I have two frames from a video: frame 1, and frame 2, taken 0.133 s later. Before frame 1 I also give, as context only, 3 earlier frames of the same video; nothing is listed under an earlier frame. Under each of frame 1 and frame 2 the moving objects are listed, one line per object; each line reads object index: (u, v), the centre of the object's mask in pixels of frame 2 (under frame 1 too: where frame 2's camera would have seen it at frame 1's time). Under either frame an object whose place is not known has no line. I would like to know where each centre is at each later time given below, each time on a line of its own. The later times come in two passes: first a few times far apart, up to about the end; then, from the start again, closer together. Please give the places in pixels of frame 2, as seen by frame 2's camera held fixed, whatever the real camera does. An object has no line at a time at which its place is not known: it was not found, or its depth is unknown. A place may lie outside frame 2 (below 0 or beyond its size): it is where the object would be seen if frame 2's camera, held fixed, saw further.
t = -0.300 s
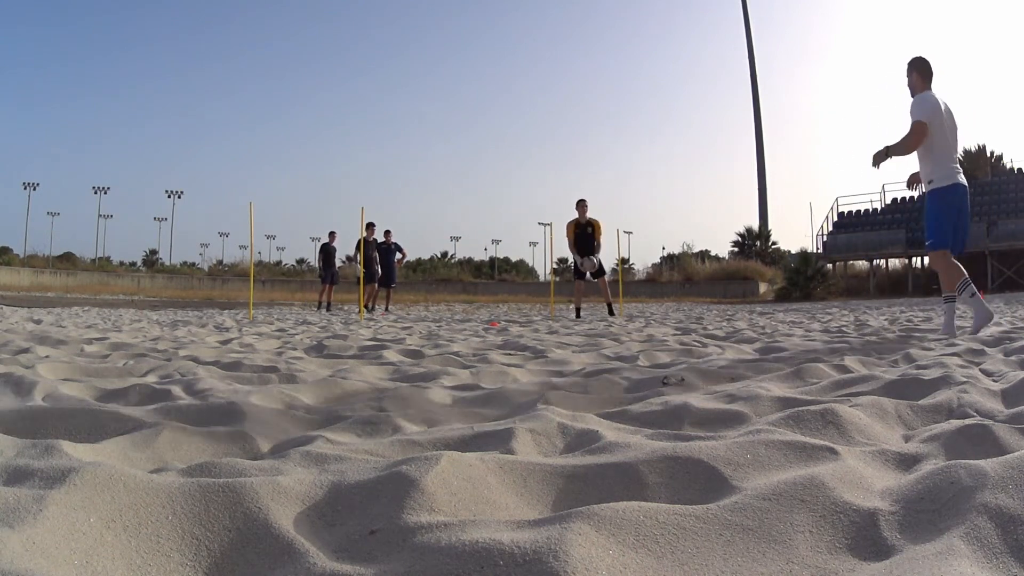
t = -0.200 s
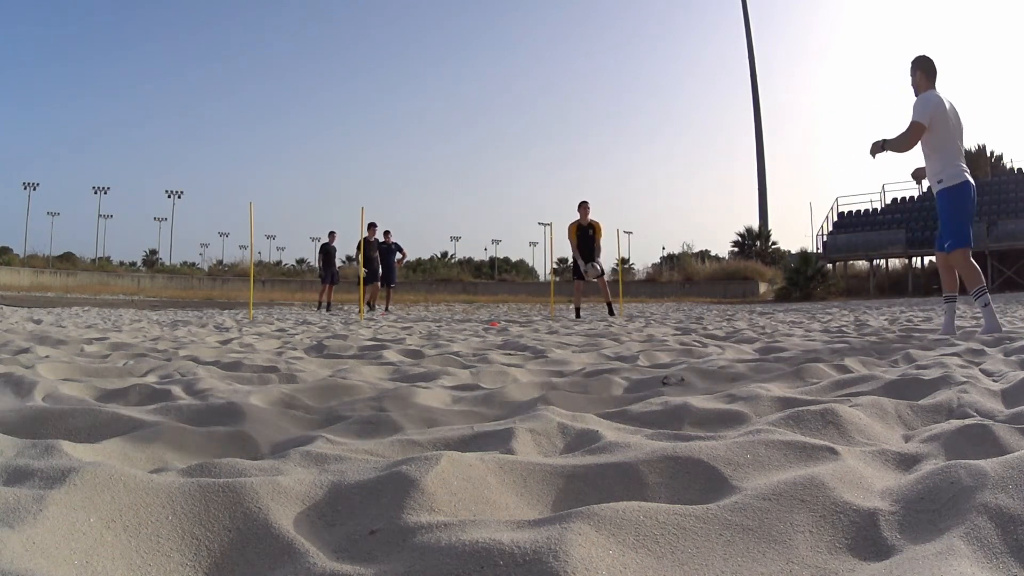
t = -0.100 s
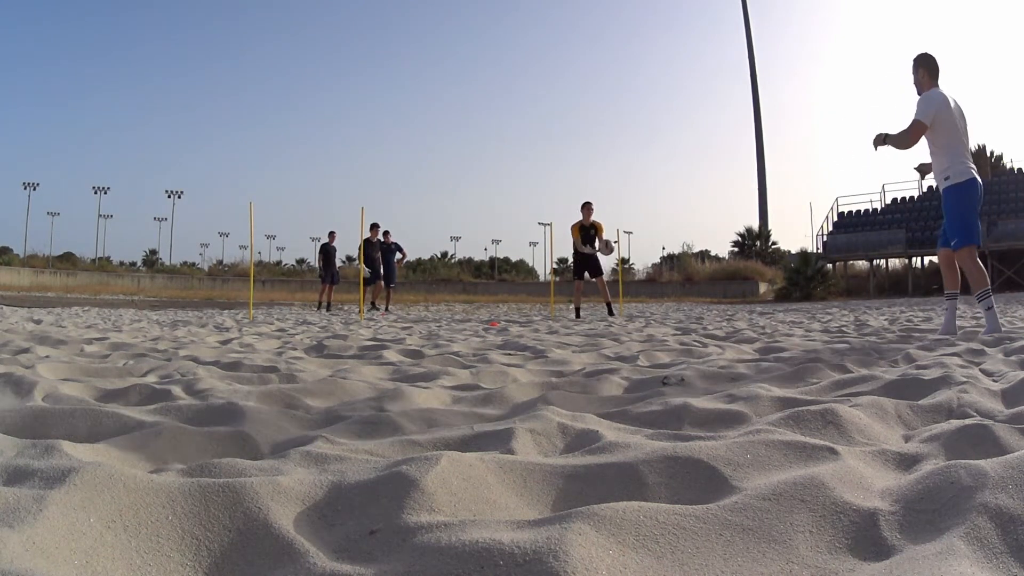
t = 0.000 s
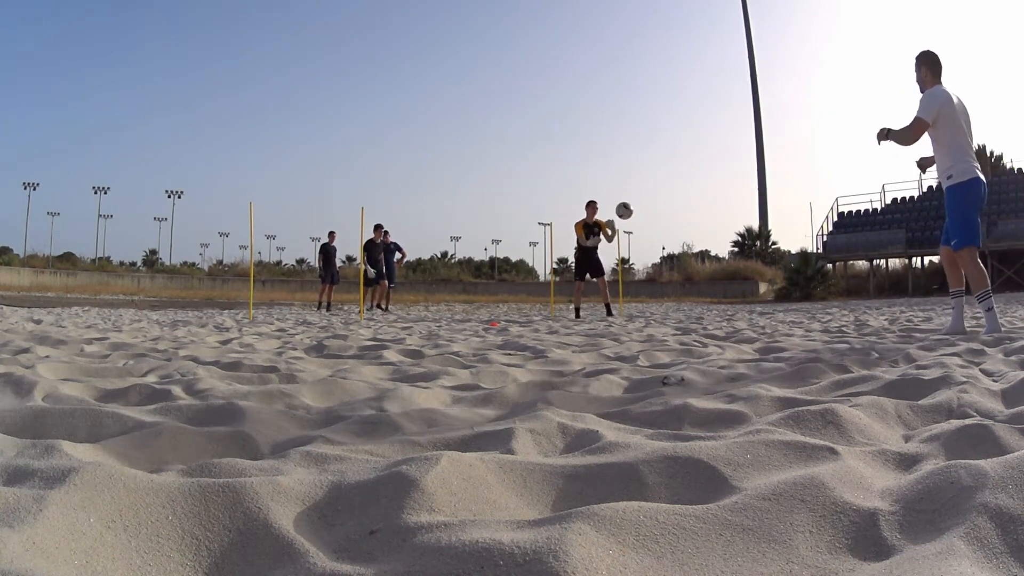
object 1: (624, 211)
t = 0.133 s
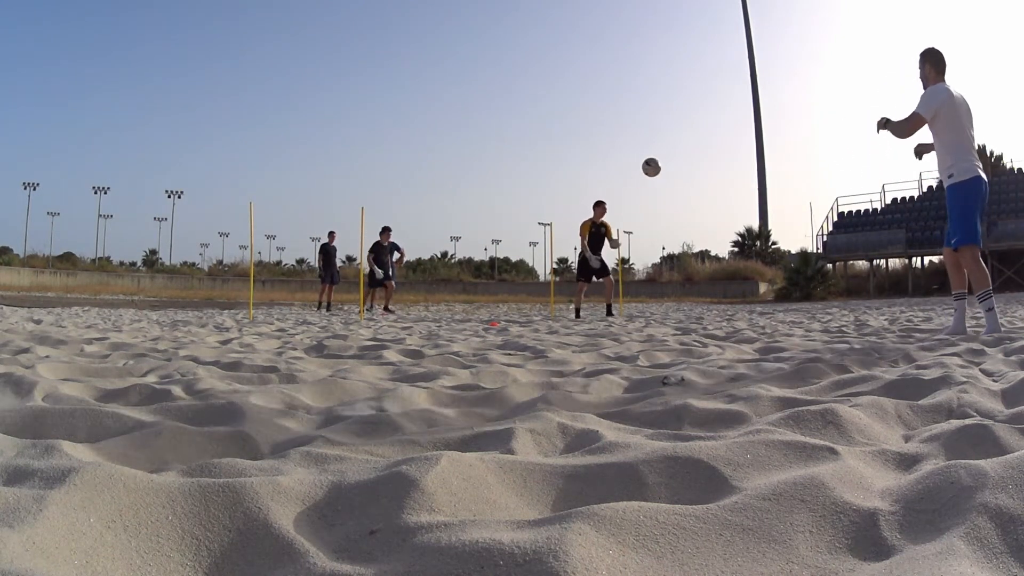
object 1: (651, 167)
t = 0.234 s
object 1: (675, 140)
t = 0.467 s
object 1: (748, 100)
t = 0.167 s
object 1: (659, 158)
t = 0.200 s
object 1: (667, 148)
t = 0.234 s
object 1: (675, 140)
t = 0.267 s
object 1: (684, 132)
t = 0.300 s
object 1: (693, 124)
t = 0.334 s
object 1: (703, 118)
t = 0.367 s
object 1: (713, 112)
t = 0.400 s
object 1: (724, 107)
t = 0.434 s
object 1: (736, 103)
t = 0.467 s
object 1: (748, 100)
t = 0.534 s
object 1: (776, 98)
